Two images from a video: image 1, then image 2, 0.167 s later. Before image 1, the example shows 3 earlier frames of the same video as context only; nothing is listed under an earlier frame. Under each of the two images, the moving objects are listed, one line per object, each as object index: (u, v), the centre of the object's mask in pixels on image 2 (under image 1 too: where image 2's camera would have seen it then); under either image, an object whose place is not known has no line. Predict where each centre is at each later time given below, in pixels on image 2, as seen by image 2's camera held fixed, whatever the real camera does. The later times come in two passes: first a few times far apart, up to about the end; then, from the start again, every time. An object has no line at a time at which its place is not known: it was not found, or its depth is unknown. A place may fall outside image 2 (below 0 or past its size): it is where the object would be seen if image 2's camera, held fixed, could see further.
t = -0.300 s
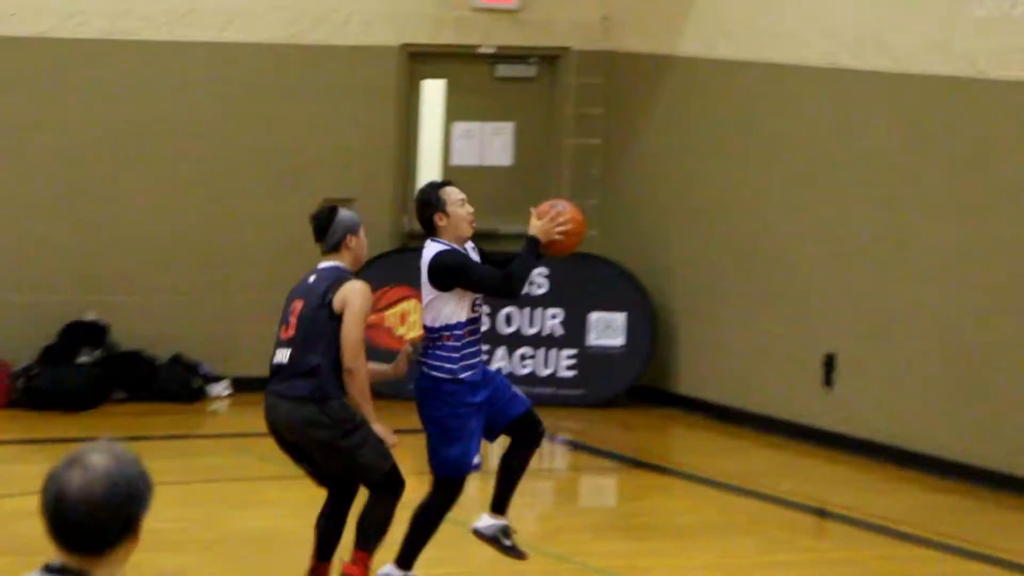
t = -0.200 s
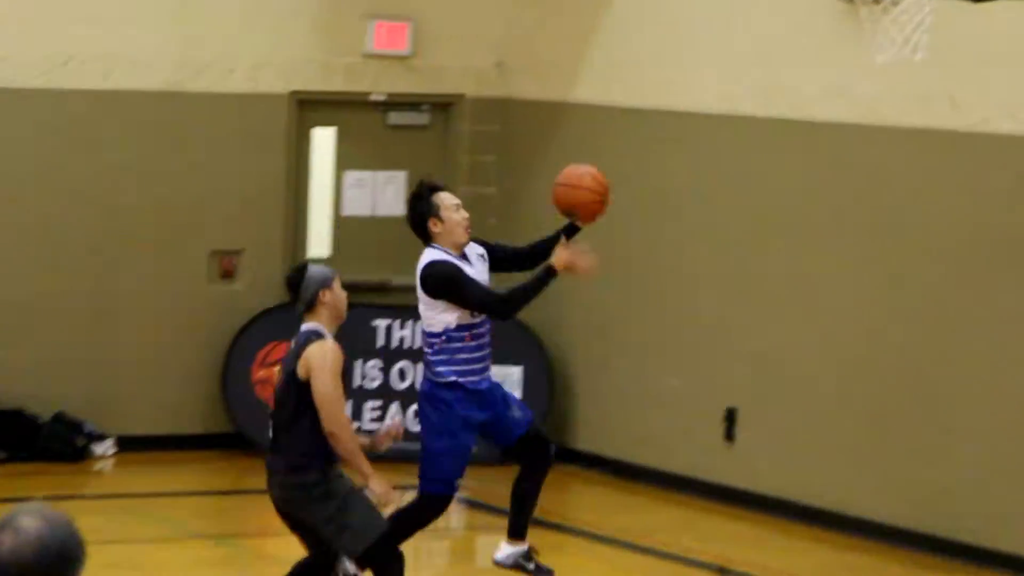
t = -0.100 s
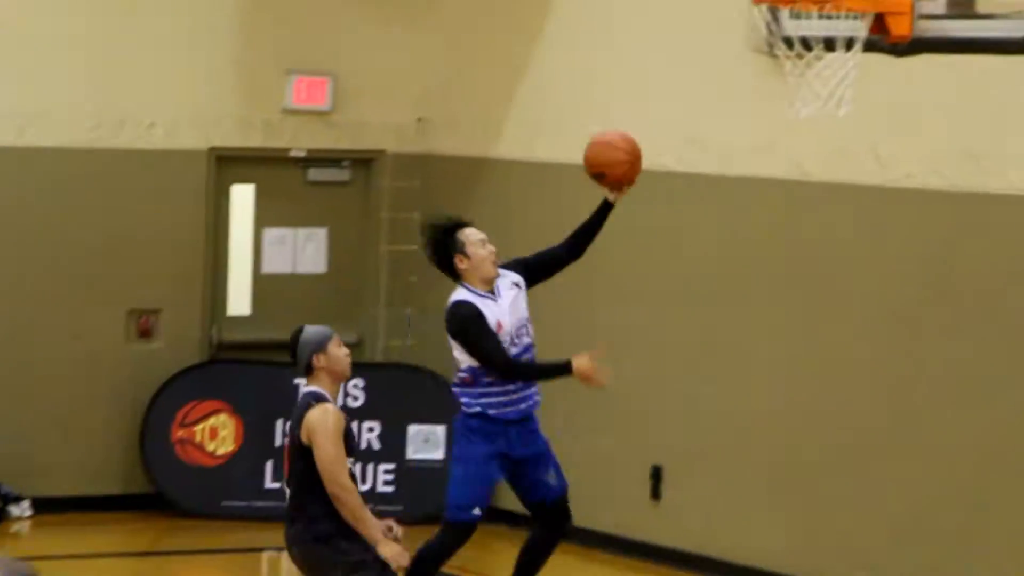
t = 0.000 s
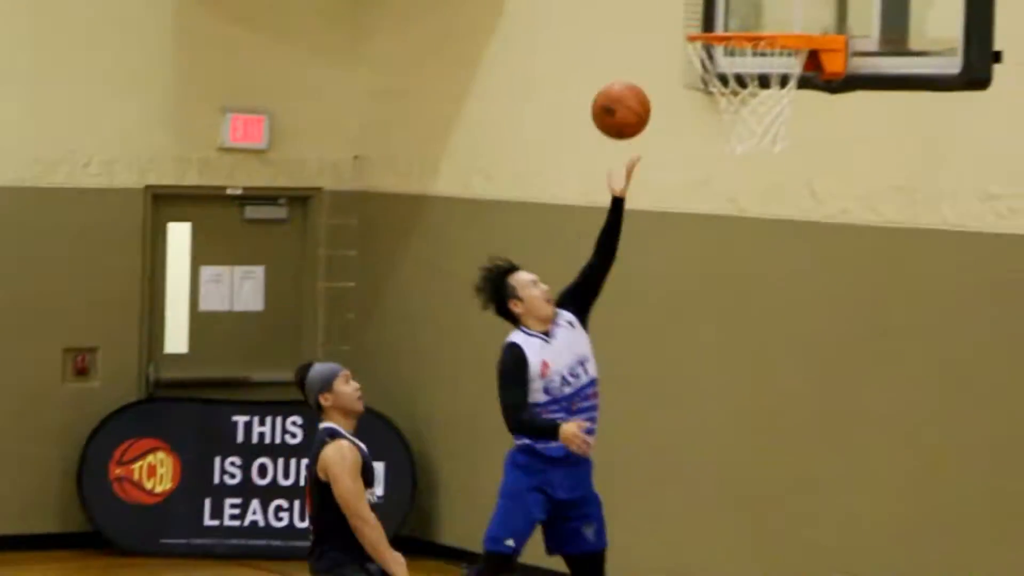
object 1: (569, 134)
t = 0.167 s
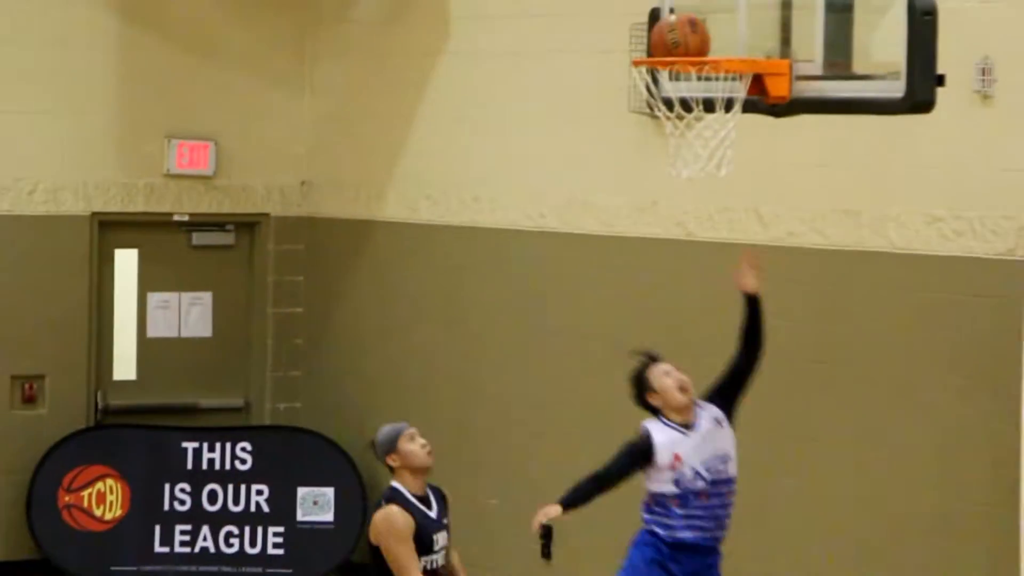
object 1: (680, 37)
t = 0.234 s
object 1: (722, 24)
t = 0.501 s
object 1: (684, 35)
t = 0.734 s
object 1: (701, 38)
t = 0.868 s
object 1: (700, 66)
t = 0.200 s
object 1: (703, 31)
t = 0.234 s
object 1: (722, 24)
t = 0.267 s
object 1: (717, 18)
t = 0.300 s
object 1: (712, 14)
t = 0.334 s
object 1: (707, 13)
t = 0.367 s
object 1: (702, 14)
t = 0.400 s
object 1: (697, 19)
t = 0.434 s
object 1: (692, 26)
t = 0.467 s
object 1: (686, 33)
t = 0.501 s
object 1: (684, 35)
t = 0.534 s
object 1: (684, 34)
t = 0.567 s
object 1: (684, 33)
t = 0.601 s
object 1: (684, 35)
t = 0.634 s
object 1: (684, 38)
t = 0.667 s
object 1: (687, 39)
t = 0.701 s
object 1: (695, 38)
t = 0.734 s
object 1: (701, 38)
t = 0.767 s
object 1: (708, 40)
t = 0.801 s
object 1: (714, 54)
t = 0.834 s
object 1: (711, 58)
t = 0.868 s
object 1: (700, 66)
